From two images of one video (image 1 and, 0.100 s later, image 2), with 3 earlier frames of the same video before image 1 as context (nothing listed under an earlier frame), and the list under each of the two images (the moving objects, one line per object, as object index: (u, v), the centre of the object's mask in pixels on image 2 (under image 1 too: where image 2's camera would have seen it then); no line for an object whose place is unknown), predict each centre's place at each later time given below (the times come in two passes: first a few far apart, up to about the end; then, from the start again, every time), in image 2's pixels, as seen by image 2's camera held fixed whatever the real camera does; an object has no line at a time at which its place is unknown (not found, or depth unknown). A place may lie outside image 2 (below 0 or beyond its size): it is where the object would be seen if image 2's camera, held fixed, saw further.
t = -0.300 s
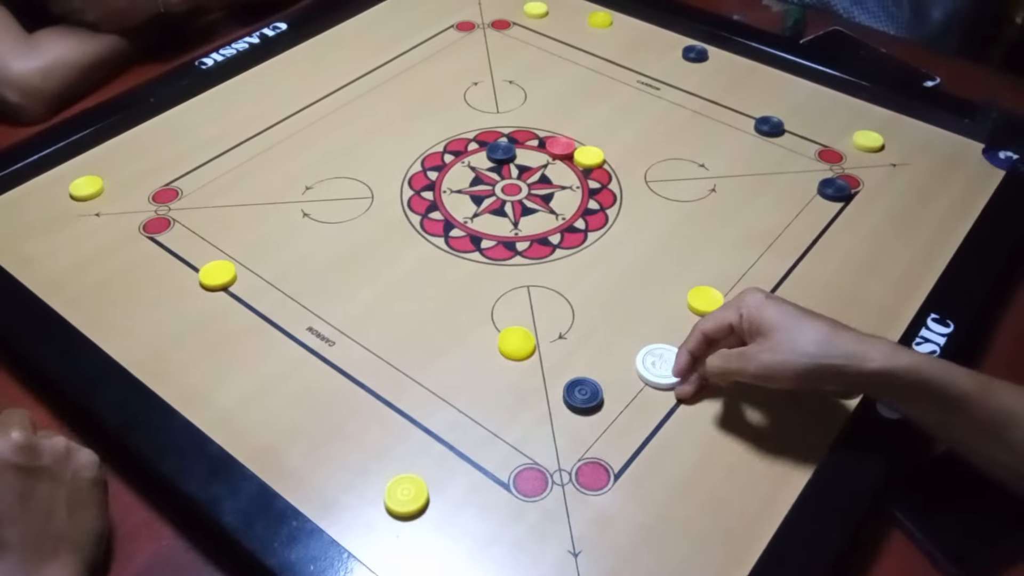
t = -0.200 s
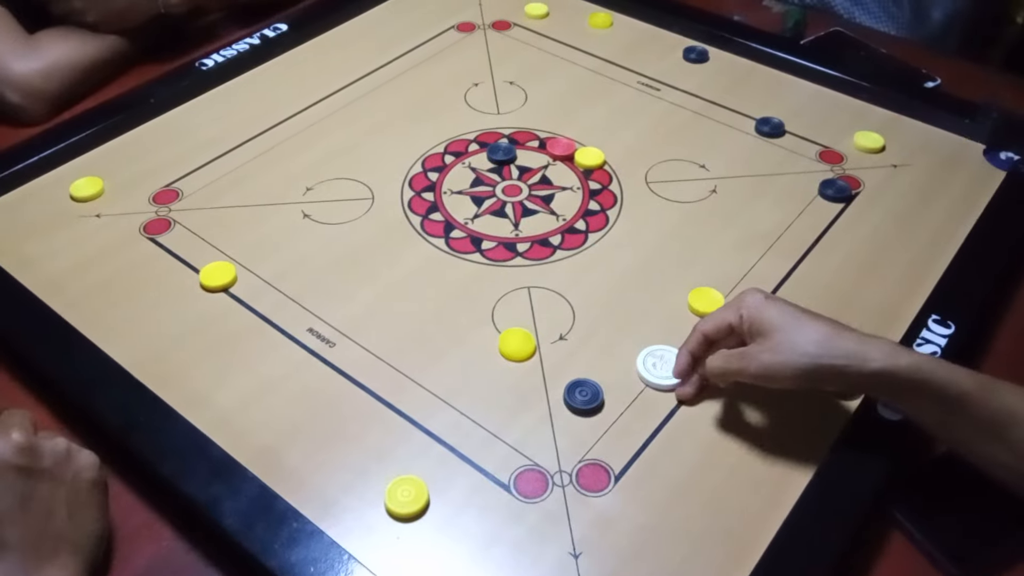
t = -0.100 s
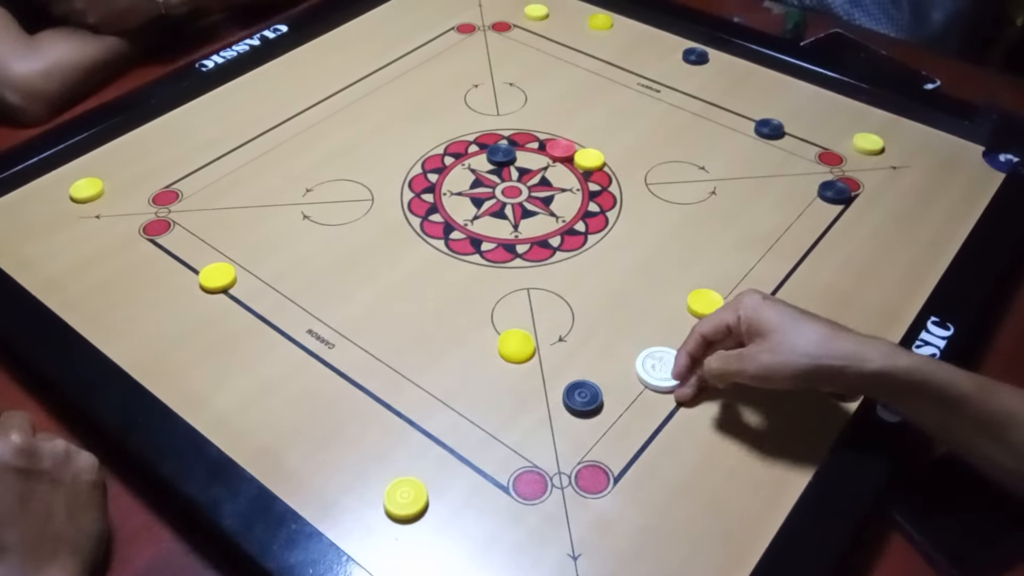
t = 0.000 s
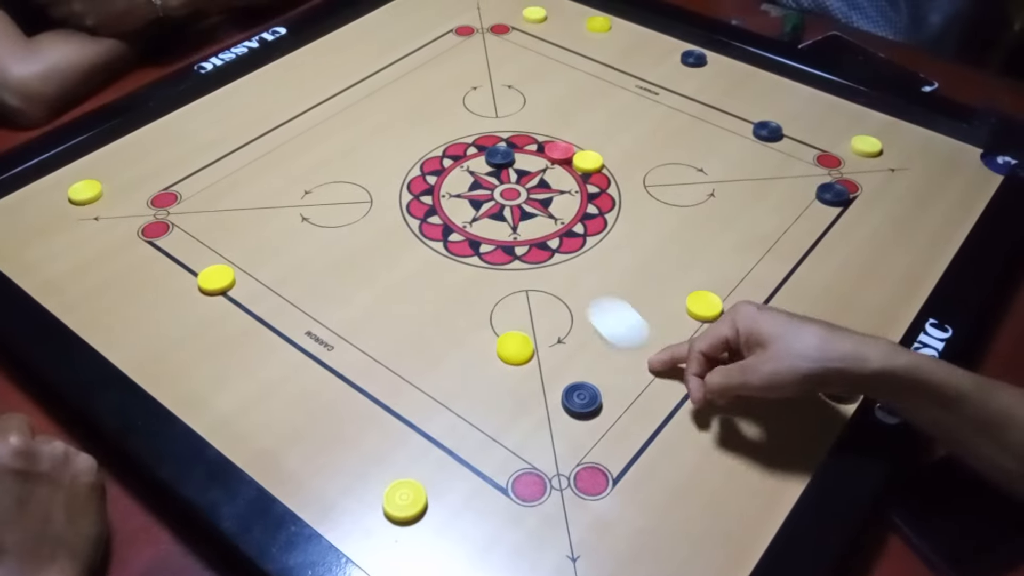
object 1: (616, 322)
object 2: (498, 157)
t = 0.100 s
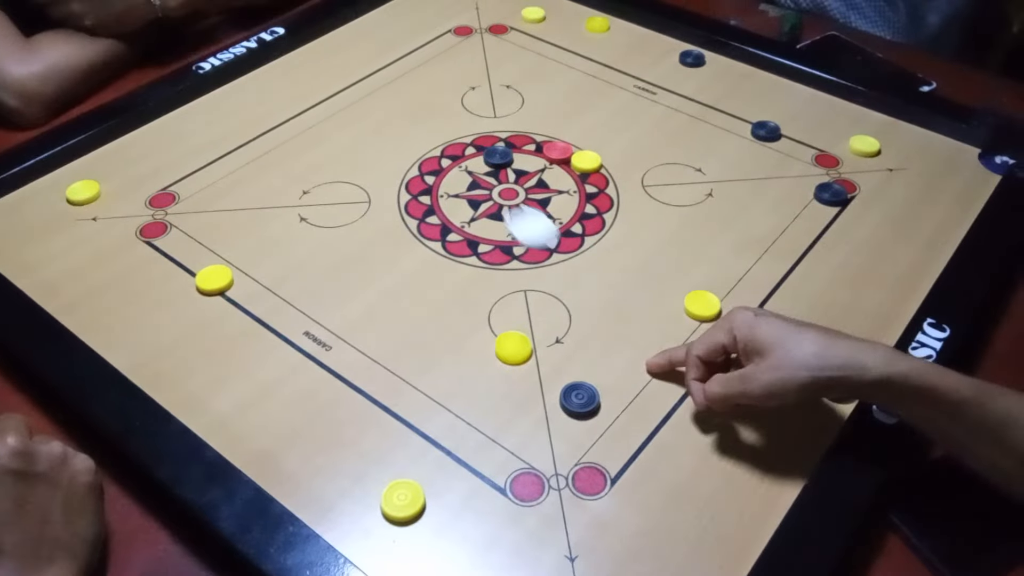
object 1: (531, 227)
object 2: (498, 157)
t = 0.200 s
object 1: (461, 161)
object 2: (509, 138)
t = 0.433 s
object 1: (306, 78)
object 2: (561, 50)
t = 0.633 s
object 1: (333, 90)
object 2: (571, 24)
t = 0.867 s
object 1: (408, 130)
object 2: (570, 24)
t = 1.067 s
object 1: (469, 166)
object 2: (570, 24)
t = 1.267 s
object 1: (528, 204)
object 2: (570, 24)
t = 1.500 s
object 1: (591, 251)
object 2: (570, 24)
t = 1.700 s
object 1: (642, 293)
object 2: (570, 24)
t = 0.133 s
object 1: (508, 201)
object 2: (498, 157)
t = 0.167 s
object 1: (484, 176)
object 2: (499, 155)
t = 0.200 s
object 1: (461, 161)
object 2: (509, 138)
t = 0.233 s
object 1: (434, 146)
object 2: (519, 121)
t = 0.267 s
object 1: (409, 134)
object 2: (528, 105)
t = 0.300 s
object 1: (386, 121)
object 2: (536, 91)
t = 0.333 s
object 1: (365, 109)
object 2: (543, 78)
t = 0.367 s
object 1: (343, 98)
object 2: (550, 68)
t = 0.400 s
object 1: (326, 88)
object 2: (556, 59)
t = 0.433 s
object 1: (306, 78)
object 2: (561, 50)
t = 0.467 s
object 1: (287, 68)
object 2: (565, 42)
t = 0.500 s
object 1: (287, 68)
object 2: (569, 36)
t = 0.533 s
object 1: (299, 73)
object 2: (572, 31)
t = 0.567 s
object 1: (311, 79)
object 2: (573, 27)
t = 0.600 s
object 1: (322, 85)
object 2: (572, 25)
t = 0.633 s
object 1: (333, 90)
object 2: (571, 24)
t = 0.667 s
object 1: (344, 96)
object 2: (571, 24)
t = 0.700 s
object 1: (356, 102)
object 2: (571, 24)
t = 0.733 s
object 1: (366, 107)
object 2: (571, 24)
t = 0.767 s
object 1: (377, 113)
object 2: (571, 24)
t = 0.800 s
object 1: (387, 119)
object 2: (571, 24)
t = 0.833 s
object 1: (398, 124)
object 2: (570, 24)
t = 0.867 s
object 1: (408, 130)
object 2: (570, 24)
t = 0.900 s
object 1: (419, 136)
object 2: (571, 24)
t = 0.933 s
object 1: (428, 141)
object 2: (570, 24)
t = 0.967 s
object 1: (438, 146)
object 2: (570, 24)
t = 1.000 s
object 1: (450, 154)
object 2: (570, 24)
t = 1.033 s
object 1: (460, 160)
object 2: (571, 24)
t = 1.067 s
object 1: (469, 166)
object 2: (570, 24)
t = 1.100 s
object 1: (479, 172)
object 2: (570, 24)
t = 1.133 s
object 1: (489, 178)
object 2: (570, 24)
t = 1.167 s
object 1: (498, 184)
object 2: (571, 24)
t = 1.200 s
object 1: (508, 190)
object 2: (570, 24)
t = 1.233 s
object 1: (517, 197)
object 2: (570, 24)
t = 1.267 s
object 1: (528, 204)
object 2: (570, 24)
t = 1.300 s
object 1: (537, 210)
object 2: (571, 24)
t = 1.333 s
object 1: (546, 217)
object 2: (571, 24)
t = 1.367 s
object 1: (555, 224)
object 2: (571, 24)
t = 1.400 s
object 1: (564, 230)
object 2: (570, 24)
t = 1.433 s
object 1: (573, 237)
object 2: (571, 24)
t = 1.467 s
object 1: (582, 244)
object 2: (570, 24)
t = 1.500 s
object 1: (591, 251)
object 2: (570, 24)
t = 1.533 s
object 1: (600, 258)
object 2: (571, 24)
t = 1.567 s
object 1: (608, 264)
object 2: (570, 24)
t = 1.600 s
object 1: (617, 271)
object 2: (570, 24)
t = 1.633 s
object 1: (625, 278)
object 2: (570, 24)
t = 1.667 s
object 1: (633, 286)
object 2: (570, 24)
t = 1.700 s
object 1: (642, 293)
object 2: (570, 24)
